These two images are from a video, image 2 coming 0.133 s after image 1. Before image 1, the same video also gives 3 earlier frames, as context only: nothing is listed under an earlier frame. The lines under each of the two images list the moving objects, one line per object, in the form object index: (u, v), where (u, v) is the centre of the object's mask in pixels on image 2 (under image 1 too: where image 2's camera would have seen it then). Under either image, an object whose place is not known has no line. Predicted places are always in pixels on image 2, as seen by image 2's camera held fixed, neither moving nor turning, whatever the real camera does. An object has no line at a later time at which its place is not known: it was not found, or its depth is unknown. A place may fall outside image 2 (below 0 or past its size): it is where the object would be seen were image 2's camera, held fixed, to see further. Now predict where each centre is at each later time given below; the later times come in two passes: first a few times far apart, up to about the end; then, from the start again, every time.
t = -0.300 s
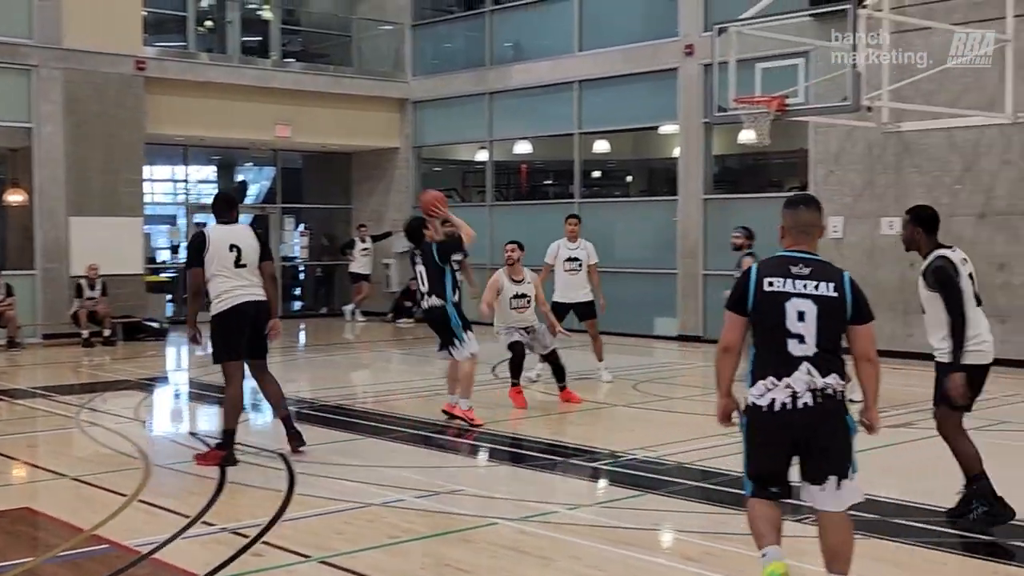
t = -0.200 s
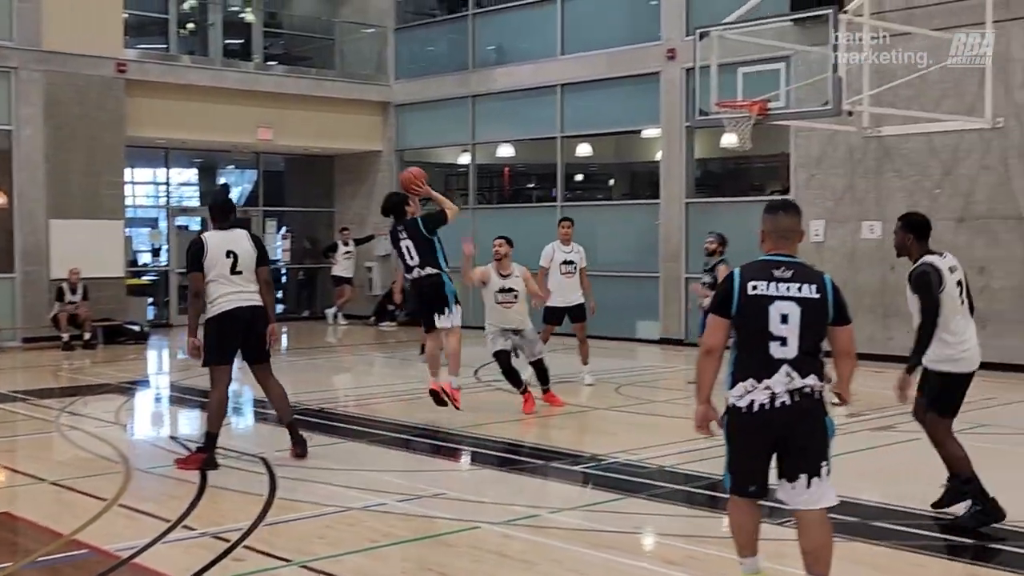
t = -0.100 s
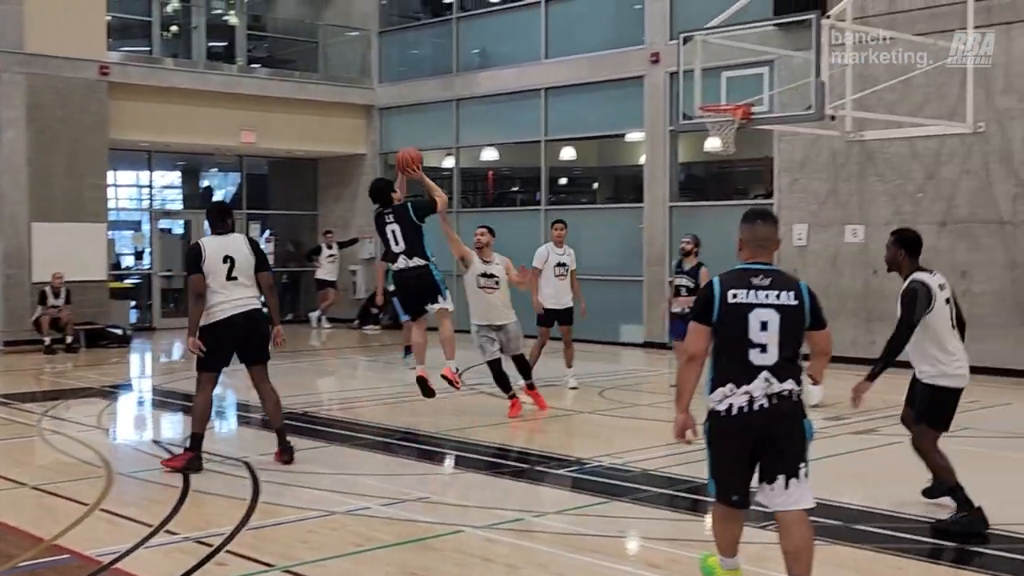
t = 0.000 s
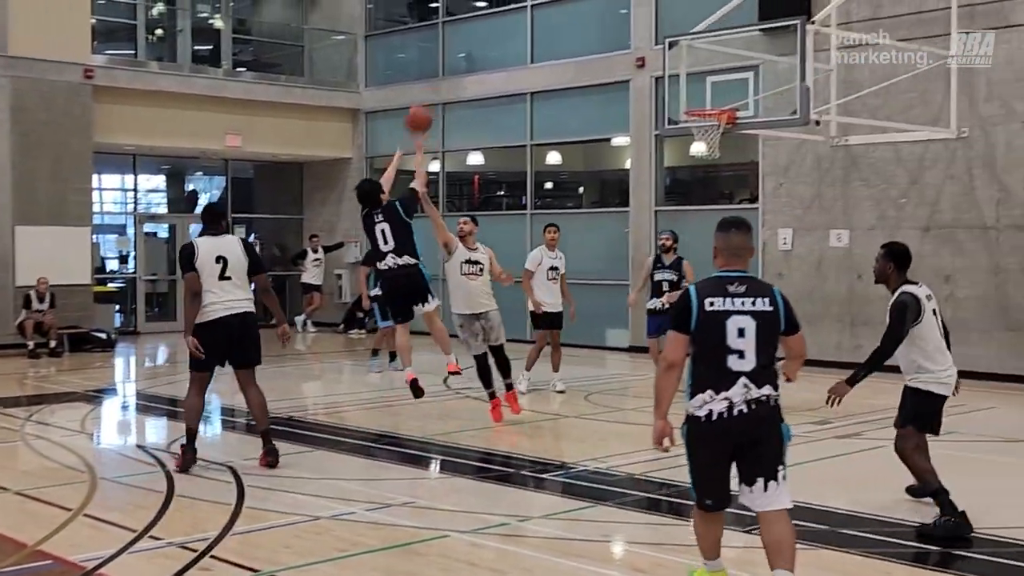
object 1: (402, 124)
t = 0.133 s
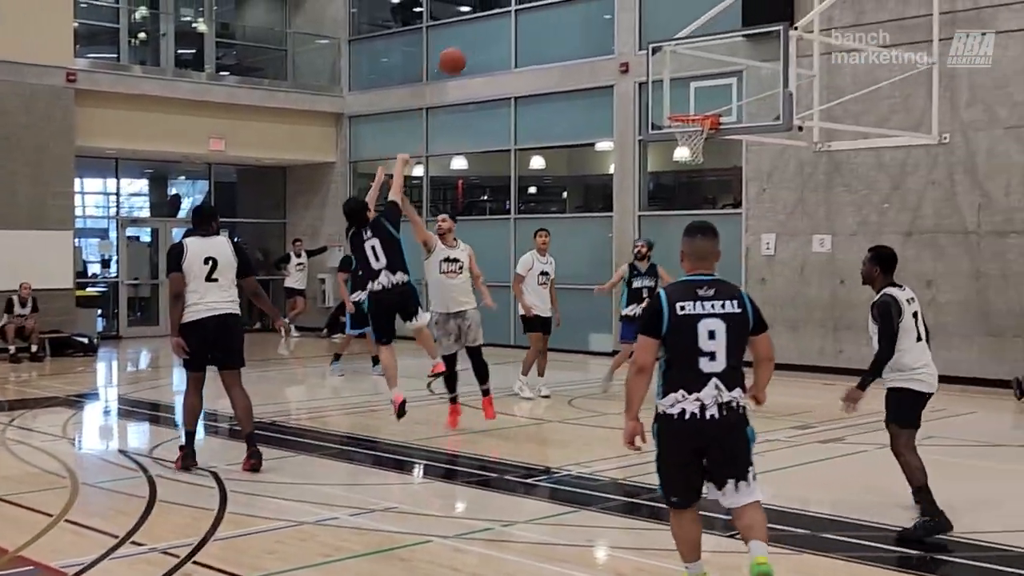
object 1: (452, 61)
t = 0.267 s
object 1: (498, 21)
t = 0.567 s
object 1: (591, 3)
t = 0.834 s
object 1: (664, 61)
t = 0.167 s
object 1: (463, 49)
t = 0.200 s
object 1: (475, 38)
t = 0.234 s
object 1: (487, 29)
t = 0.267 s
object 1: (498, 21)
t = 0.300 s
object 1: (509, 15)
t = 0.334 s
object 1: (520, 8)
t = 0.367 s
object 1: (531, 4)
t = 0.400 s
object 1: (541, 2)
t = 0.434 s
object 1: (552, 0)
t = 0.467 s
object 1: (562, -1)
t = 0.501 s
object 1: (572, -1)
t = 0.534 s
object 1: (582, 0)
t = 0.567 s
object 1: (591, 3)
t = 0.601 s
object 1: (600, 7)
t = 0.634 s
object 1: (609, 11)
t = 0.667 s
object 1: (619, 17)
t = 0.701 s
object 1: (628, 25)
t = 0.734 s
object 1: (637, 32)
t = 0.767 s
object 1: (646, 41)
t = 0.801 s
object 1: (655, 51)
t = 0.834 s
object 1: (664, 61)
